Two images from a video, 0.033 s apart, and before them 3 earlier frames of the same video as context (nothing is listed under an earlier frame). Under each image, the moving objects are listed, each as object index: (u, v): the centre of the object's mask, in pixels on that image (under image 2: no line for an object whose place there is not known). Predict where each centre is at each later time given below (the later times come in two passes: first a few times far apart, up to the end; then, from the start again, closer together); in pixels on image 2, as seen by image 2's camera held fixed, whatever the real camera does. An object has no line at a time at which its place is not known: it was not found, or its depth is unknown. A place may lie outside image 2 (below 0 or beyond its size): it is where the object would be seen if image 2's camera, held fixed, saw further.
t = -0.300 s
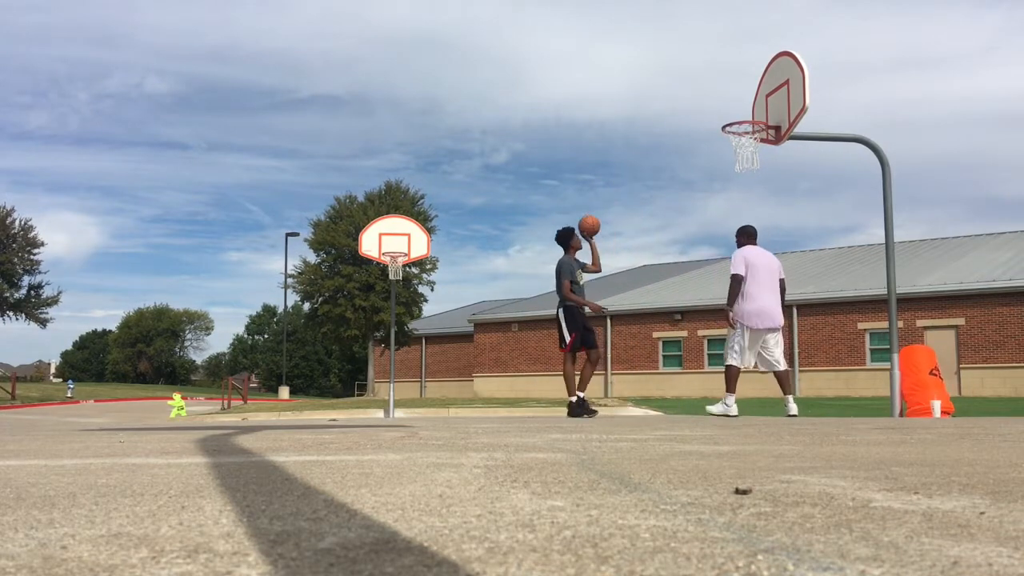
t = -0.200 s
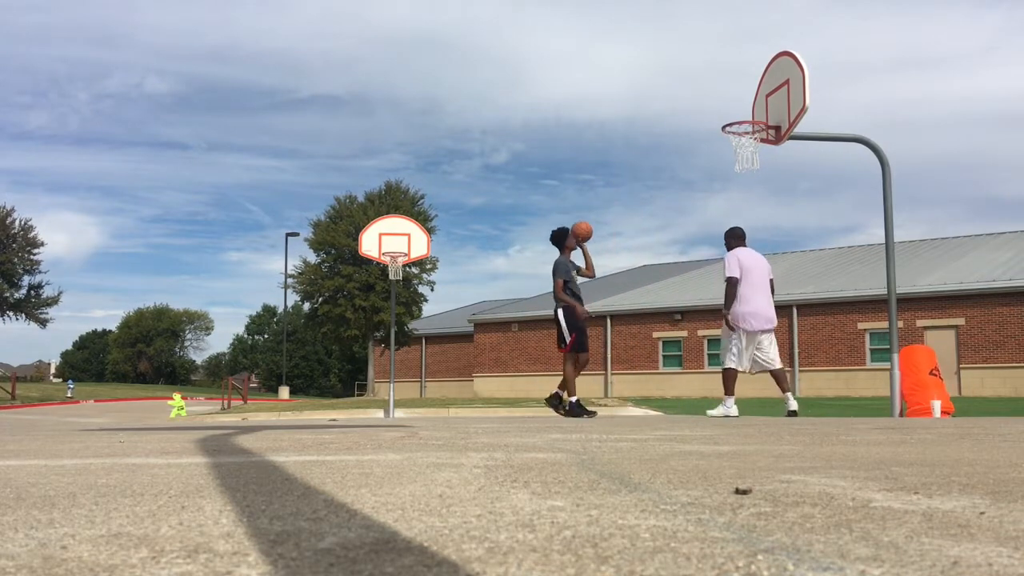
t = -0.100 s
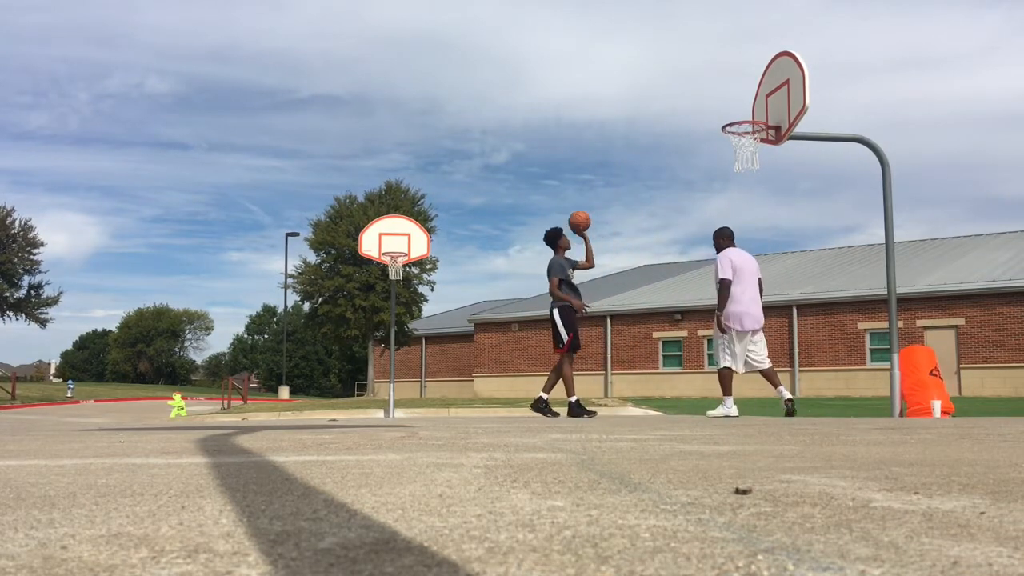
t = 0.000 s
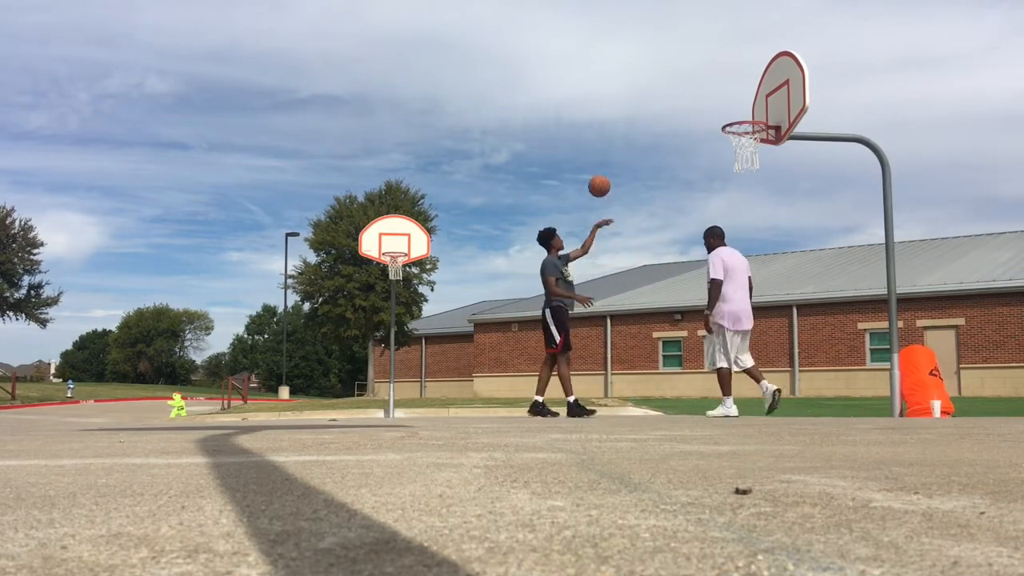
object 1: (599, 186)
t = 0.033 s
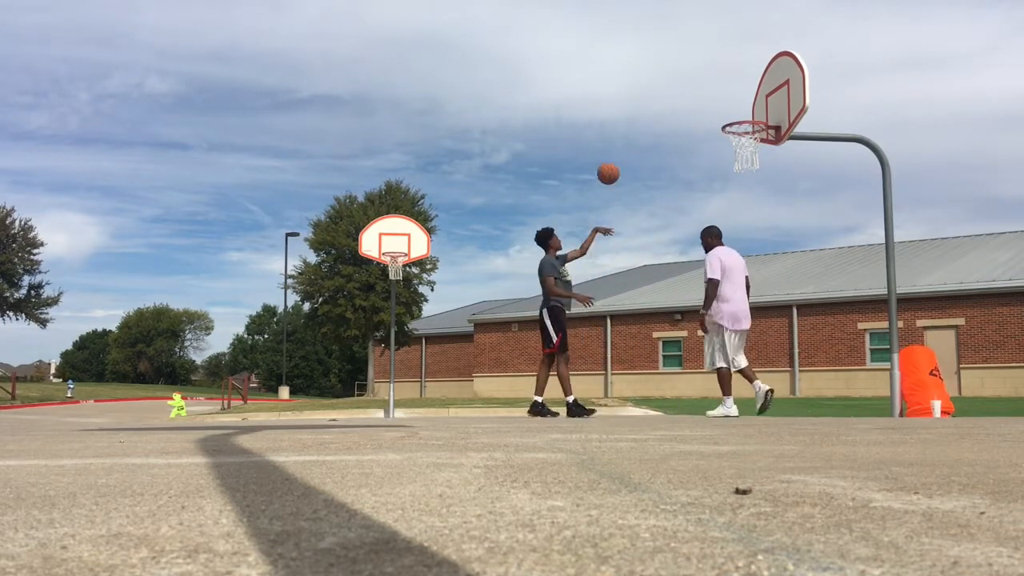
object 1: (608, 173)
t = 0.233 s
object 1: (663, 117)
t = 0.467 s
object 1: (728, 96)
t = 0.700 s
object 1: (777, 113)
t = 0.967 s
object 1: (802, 122)
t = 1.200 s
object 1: (827, 191)
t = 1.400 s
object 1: (853, 304)
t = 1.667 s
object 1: (869, 315)
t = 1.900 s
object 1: (867, 207)
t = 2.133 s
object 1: (868, 156)
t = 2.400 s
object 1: (871, 177)
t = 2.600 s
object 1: (875, 258)
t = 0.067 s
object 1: (617, 162)
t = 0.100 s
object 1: (626, 151)
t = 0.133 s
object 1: (635, 141)
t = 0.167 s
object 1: (644, 132)
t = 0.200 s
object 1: (654, 124)
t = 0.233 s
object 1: (663, 117)
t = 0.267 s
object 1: (672, 112)
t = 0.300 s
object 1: (681, 107)
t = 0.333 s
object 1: (691, 103)
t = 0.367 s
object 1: (700, 100)
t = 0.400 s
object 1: (709, 98)
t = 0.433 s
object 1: (718, 96)
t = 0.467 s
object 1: (728, 96)
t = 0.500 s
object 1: (737, 97)
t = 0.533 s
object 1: (746, 99)
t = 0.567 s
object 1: (756, 102)
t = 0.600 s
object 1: (765, 106)
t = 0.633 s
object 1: (776, 111)
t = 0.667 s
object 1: (775, 115)
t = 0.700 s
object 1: (777, 113)
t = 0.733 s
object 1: (780, 110)
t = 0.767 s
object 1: (783, 109)
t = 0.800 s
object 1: (786, 109)
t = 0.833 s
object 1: (788, 110)
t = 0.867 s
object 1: (793, 111)
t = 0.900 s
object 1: (796, 114)
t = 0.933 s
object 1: (799, 117)
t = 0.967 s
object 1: (802, 122)
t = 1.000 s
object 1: (806, 128)
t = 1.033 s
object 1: (809, 136)
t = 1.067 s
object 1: (813, 145)
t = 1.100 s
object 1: (816, 154)
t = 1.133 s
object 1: (820, 165)
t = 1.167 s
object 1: (824, 178)
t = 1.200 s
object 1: (827, 191)
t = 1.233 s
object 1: (831, 206)
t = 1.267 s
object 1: (835, 223)
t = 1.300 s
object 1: (839, 241)
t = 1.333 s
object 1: (843, 261)
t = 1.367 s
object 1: (847, 282)
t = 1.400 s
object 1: (853, 304)
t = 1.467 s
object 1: (860, 356)
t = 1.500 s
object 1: (865, 384)
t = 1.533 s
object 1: (869, 402)
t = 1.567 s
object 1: (868, 379)
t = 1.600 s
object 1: (869, 357)
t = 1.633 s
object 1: (869, 335)
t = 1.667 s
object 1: (869, 315)
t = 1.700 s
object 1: (868, 295)
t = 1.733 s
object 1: (867, 279)
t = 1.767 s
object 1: (868, 262)
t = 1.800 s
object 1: (867, 246)
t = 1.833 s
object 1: (867, 232)
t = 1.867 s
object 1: (867, 219)
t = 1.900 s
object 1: (867, 207)
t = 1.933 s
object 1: (867, 196)
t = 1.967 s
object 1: (867, 186)
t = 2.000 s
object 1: (867, 178)
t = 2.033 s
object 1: (867, 171)
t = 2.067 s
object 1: (867, 165)
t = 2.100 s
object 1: (867, 160)
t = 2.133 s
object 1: (868, 156)
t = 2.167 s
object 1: (868, 154)
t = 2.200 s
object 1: (869, 154)
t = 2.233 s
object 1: (869, 154)
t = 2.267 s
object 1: (869, 156)
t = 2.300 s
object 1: (870, 159)
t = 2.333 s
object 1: (870, 164)
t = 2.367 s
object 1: (870, 170)
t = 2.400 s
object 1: (871, 177)
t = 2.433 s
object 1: (871, 187)
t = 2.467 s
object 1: (872, 198)
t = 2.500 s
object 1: (873, 210)
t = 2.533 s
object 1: (873, 224)
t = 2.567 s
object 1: (874, 240)
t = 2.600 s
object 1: (875, 258)
